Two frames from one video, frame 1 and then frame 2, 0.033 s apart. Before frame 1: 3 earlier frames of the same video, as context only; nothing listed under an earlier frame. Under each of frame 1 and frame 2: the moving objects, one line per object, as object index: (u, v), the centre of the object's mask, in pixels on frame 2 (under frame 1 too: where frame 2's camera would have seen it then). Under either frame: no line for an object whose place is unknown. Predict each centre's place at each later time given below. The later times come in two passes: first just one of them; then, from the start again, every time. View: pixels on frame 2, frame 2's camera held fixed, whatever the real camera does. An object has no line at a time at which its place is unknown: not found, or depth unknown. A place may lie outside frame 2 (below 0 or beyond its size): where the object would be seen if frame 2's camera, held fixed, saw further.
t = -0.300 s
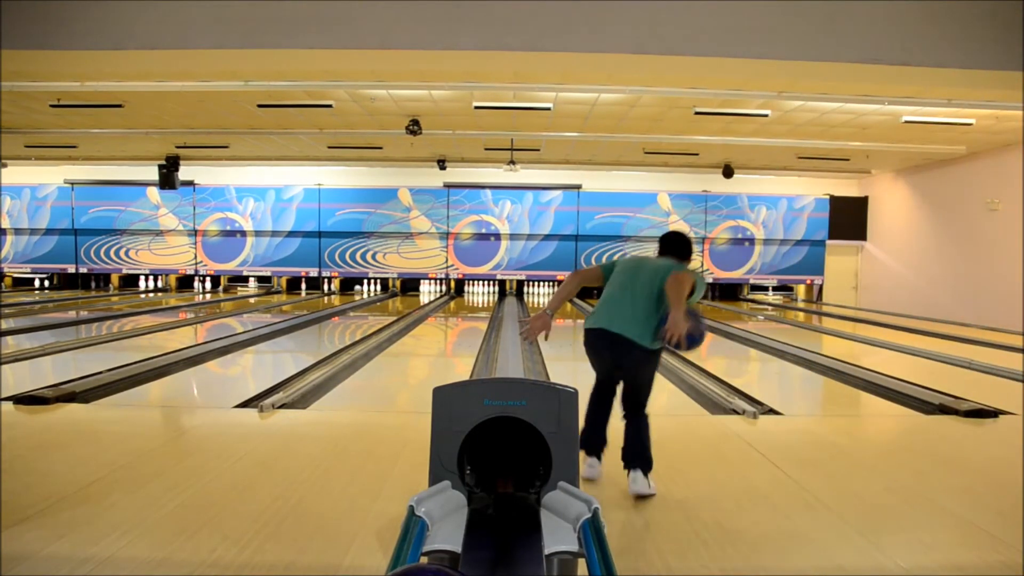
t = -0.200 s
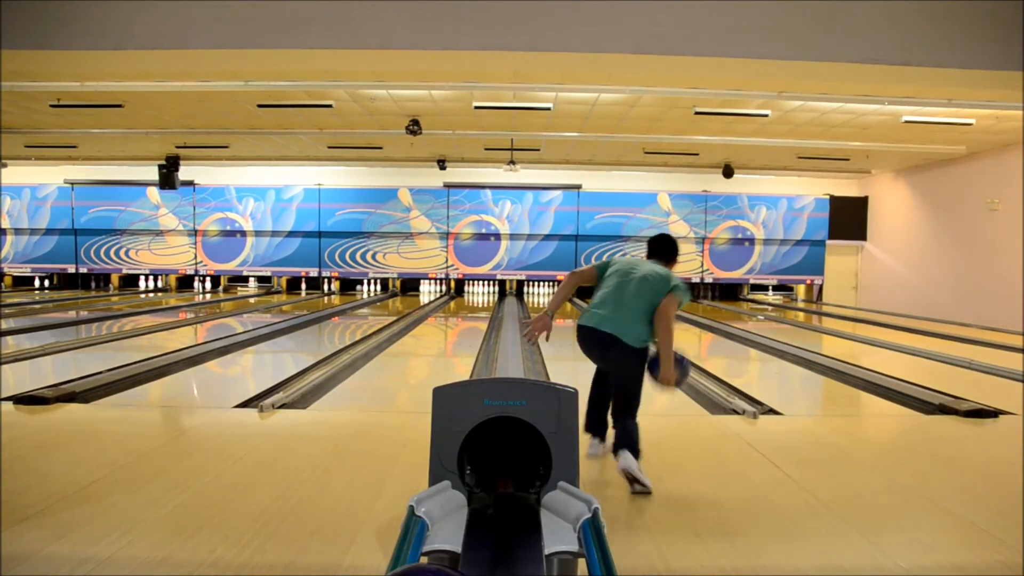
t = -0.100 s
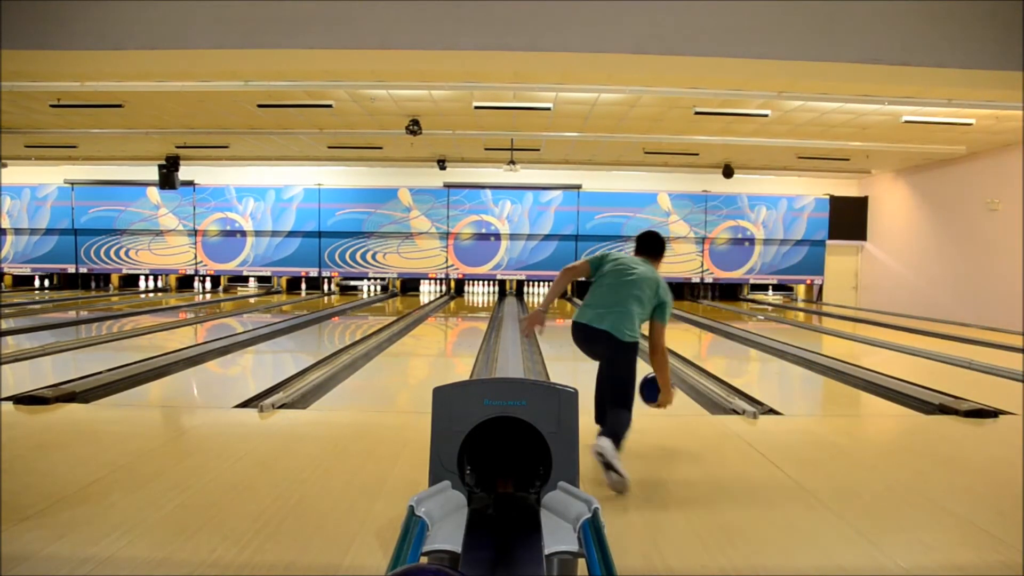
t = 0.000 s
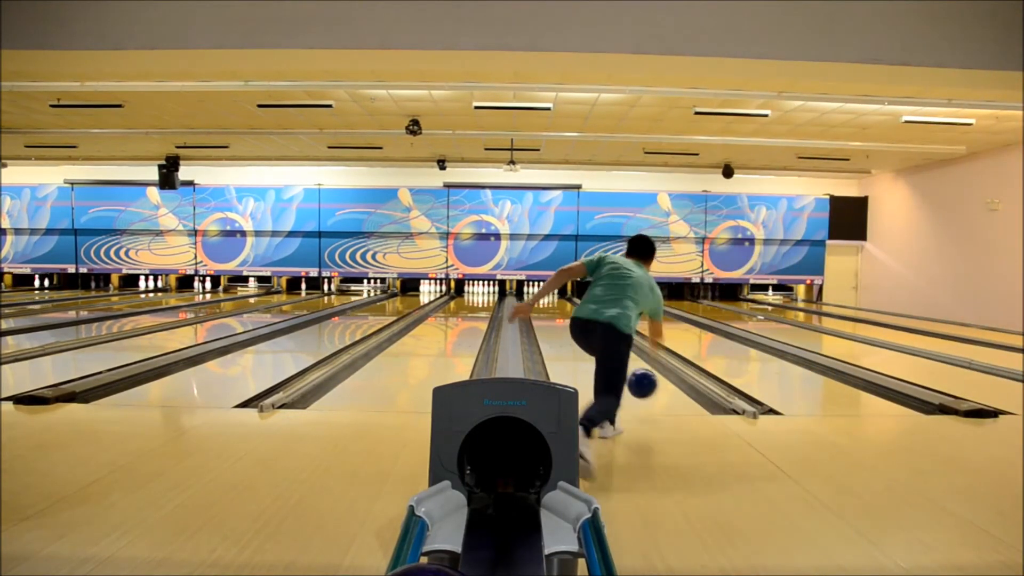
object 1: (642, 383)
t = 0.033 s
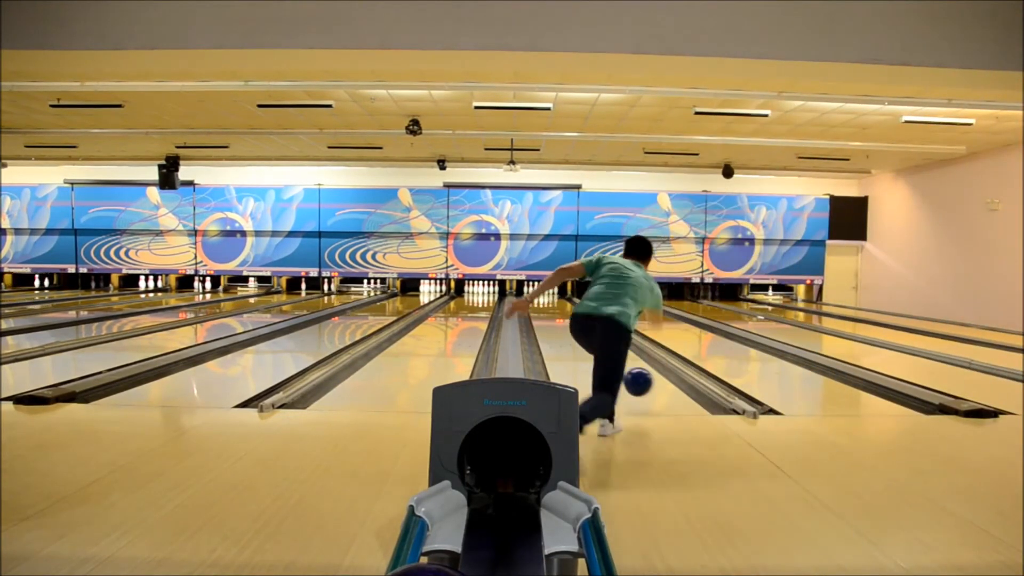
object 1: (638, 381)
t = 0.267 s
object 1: (619, 365)
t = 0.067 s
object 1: (635, 381)
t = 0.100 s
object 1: (631, 382)
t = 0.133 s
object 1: (627, 380)
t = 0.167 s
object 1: (624, 376)
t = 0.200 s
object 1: (622, 372)
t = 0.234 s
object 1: (620, 368)
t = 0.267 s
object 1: (619, 365)
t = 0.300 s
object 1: (618, 362)
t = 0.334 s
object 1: (617, 359)
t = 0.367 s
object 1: (617, 356)
